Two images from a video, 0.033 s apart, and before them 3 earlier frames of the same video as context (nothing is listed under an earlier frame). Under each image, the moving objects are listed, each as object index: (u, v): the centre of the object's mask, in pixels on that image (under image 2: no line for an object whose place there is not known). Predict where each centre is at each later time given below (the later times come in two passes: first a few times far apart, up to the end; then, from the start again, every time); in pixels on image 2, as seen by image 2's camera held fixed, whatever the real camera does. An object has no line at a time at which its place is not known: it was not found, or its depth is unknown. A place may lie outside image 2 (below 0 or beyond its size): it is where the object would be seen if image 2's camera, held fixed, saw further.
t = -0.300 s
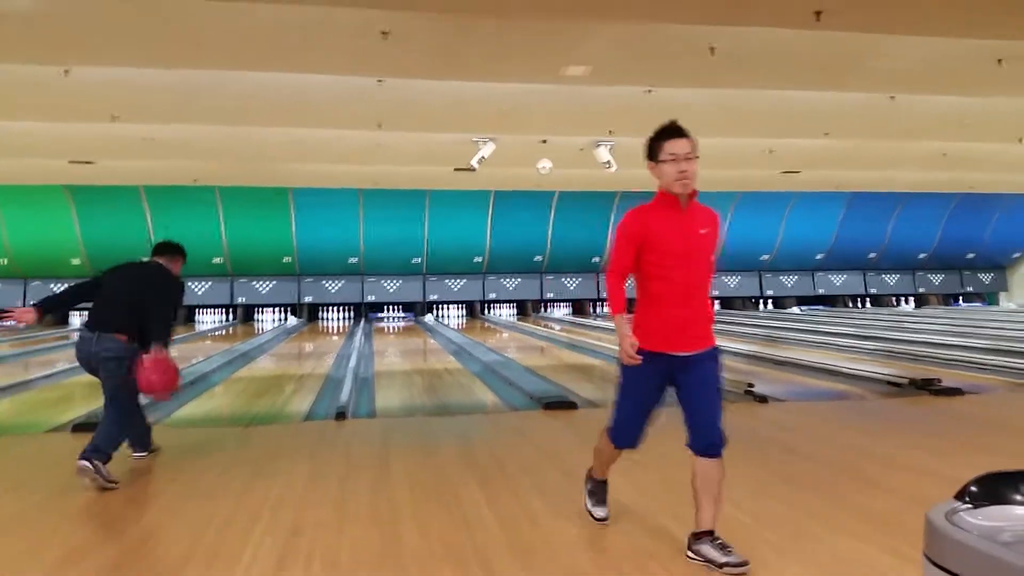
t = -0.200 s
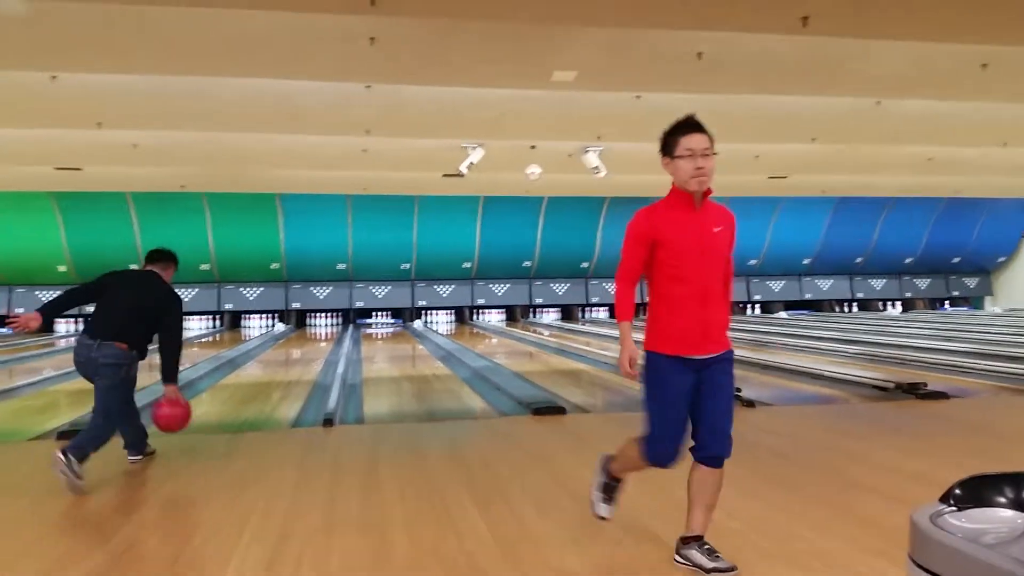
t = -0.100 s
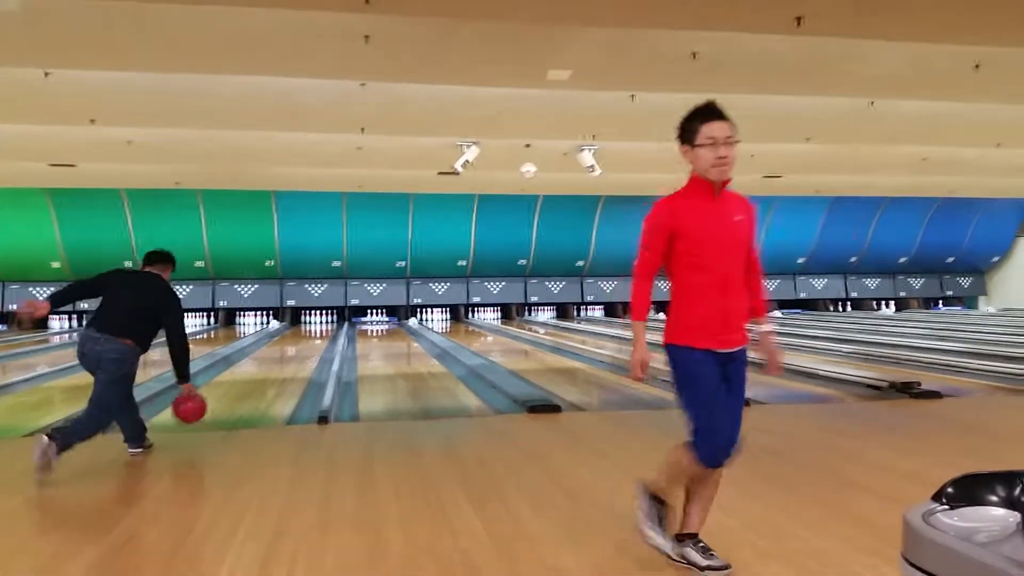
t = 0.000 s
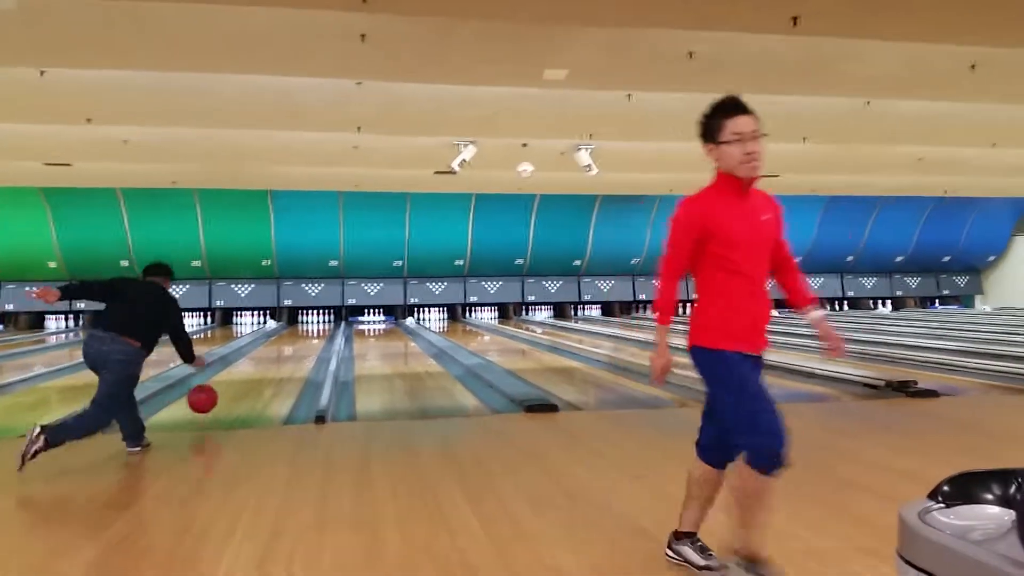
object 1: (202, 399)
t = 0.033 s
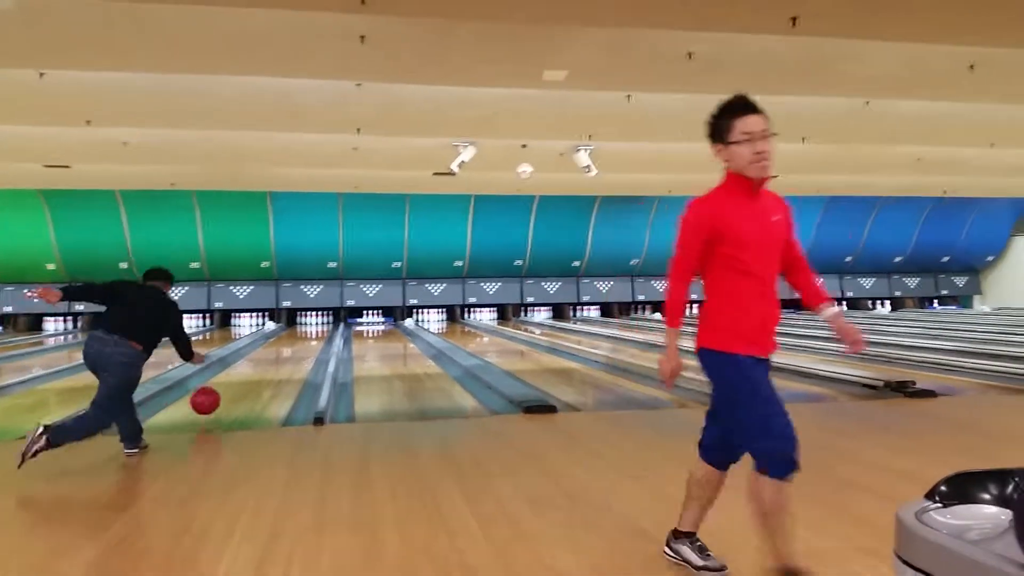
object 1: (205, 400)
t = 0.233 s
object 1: (227, 386)
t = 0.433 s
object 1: (241, 371)
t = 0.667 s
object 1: (253, 358)
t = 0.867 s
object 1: (261, 352)
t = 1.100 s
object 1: (267, 345)
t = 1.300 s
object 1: (273, 339)
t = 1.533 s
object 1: (275, 334)
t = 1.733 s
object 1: (278, 332)
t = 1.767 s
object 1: (278, 331)
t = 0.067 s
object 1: (209, 402)
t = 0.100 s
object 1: (214, 400)
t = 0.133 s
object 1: (217, 394)
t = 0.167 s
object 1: (220, 392)
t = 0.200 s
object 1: (224, 390)
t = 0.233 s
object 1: (227, 386)
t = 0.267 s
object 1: (229, 385)
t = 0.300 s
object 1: (232, 381)
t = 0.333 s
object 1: (234, 377)
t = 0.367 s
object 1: (237, 375)
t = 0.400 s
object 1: (239, 373)
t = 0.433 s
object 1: (241, 371)
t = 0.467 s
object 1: (243, 370)
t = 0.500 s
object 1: (246, 368)
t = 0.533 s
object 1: (248, 366)
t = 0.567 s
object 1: (247, 365)
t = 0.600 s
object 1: (248, 363)
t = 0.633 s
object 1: (252, 362)
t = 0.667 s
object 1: (253, 358)
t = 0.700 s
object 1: (254, 357)
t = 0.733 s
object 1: (257, 356)
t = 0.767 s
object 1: (258, 353)
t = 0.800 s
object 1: (259, 353)
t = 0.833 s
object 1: (260, 351)
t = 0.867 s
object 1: (261, 352)
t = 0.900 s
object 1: (262, 351)
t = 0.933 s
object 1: (263, 350)
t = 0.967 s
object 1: (264, 349)
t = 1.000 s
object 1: (266, 347)
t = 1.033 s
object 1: (267, 346)
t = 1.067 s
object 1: (267, 346)
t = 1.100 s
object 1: (267, 345)
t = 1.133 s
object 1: (269, 343)
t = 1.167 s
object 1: (269, 343)
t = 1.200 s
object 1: (269, 342)
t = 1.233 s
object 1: (271, 341)
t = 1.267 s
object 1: (272, 340)
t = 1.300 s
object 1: (273, 339)
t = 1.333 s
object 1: (273, 338)
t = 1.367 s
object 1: (273, 337)
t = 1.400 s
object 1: (273, 336)
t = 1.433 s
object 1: (273, 336)
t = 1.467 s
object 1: (273, 335)
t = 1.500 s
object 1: (274, 335)
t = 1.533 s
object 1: (275, 334)
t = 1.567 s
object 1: (275, 334)
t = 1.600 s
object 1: (275, 334)
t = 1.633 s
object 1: (276, 333)
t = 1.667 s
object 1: (277, 332)
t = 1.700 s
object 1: (278, 332)
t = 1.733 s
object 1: (278, 332)
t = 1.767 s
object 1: (278, 331)
